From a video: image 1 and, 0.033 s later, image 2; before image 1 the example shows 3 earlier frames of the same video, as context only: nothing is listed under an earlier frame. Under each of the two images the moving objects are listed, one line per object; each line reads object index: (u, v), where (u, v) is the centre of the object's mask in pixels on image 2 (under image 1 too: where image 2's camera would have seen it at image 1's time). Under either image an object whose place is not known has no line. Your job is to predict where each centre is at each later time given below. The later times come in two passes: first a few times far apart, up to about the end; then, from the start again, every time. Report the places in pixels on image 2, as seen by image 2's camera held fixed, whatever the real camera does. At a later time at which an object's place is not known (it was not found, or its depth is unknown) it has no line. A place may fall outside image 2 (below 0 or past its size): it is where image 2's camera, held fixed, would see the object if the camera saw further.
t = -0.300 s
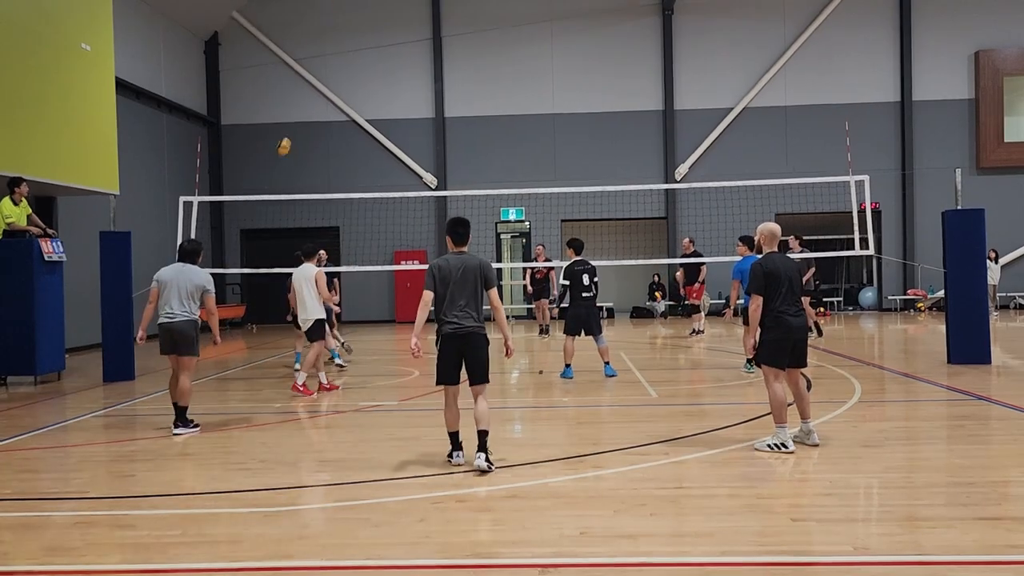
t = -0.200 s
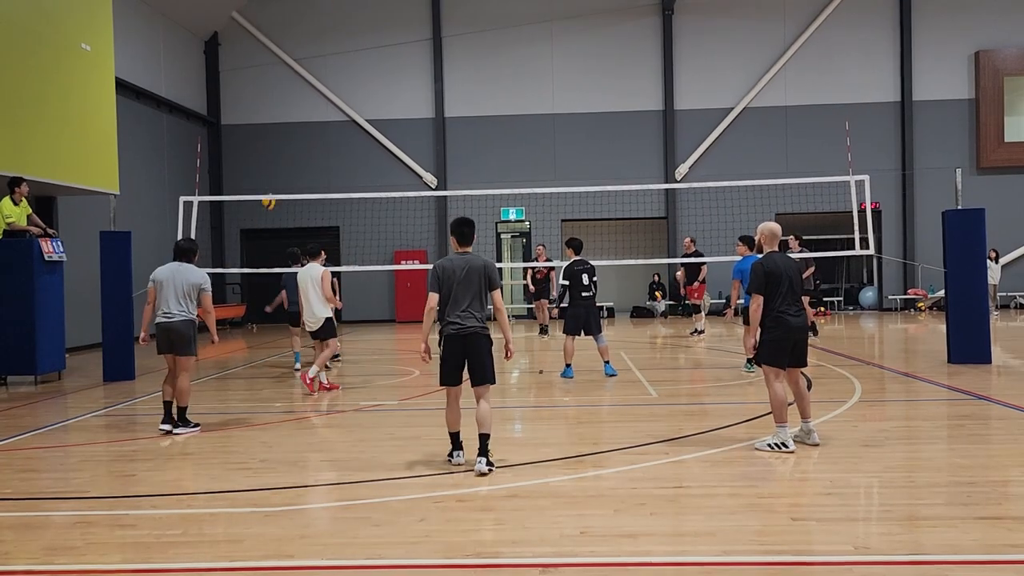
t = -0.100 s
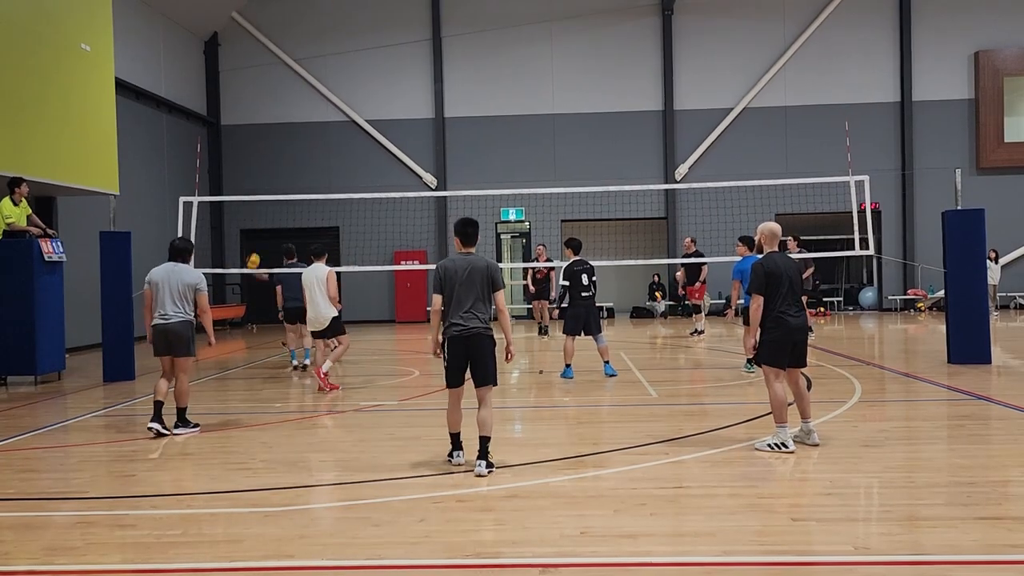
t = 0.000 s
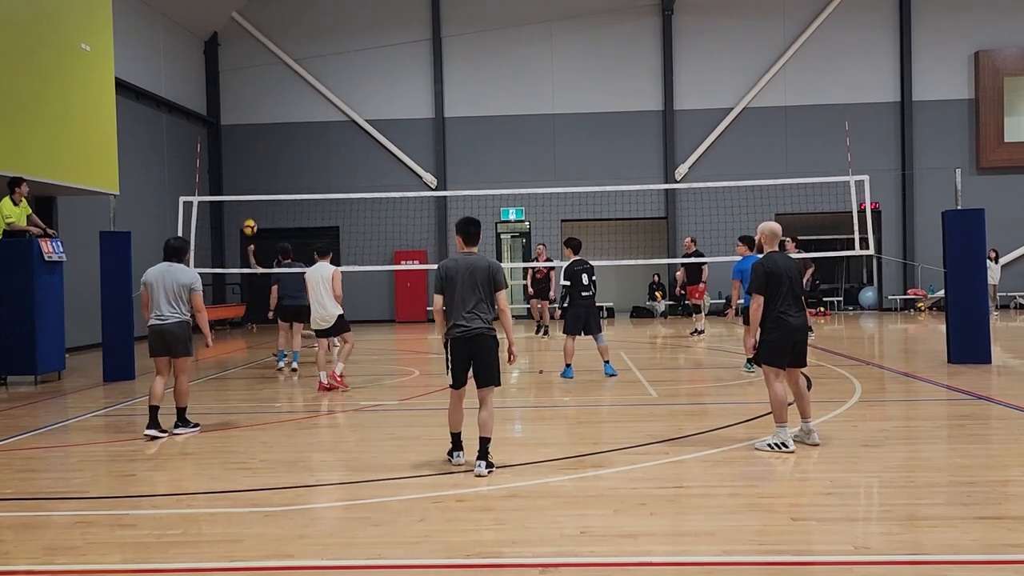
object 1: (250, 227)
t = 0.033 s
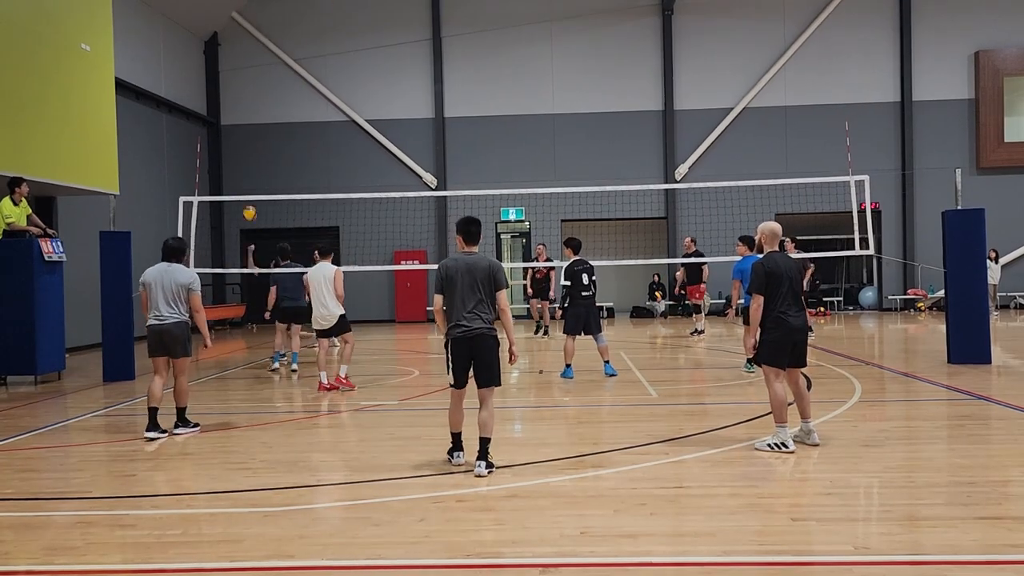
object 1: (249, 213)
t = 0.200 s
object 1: (246, 153)
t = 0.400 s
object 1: (245, 98)
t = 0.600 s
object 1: (243, 69)
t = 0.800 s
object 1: (242, 74)
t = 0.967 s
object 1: (243, 116)
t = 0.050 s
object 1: (249, 207)
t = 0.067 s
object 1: (249, 201)
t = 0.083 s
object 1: (248, 191)
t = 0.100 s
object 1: (248, 188)
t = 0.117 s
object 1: (248, 182)
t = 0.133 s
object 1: (247, 175)
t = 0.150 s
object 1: (247, 170)
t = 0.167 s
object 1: (247, 164)
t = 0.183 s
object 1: (247, 158)
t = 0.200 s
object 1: (246, 153)
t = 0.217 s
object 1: (246, 148)
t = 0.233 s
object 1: (246, 142)
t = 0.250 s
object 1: (246, 138)
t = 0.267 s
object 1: (246, 132)
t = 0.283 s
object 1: (245, 127)
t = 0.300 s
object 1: (245, 123)
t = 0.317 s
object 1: (245, 119)
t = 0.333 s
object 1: (245, 114)
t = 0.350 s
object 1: (245, 110)
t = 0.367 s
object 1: (244, 105)
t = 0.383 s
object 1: (244, 102)
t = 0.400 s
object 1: (245, 98)
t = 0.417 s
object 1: (244, 94)
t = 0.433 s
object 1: (244, 91)
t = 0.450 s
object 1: (244, 88)
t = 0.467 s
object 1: (244, 85)
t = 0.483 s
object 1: (244, 82)
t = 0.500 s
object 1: (243, 80)
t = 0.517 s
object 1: (243, 77)
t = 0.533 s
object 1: (243, 75)
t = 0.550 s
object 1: (243, 73)
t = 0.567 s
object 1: (243, 71)
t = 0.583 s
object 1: (243, 70)
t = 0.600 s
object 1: (243, 69)
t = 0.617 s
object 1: (243, 67)
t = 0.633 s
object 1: (243, 66)
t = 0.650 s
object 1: (242, 66)
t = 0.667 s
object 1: (242, 66)
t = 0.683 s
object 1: (243, 66)
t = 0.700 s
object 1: (243, 66)
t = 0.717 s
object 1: (243, 67)
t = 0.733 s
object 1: (243, 68)
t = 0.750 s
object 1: (242, 69)
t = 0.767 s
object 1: (243, 70)
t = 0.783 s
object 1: (242, 72)
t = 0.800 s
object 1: (242, 74)
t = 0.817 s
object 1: (243, 77)
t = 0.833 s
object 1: (243, 80)
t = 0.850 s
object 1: (243, 82)
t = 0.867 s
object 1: (243, 86)
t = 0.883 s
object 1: (242, 90)
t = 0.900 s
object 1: (243, 94)
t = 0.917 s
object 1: (243, 99)
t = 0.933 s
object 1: (242, 104)
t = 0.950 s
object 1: (242, 110)
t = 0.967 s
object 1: (243, 116)
